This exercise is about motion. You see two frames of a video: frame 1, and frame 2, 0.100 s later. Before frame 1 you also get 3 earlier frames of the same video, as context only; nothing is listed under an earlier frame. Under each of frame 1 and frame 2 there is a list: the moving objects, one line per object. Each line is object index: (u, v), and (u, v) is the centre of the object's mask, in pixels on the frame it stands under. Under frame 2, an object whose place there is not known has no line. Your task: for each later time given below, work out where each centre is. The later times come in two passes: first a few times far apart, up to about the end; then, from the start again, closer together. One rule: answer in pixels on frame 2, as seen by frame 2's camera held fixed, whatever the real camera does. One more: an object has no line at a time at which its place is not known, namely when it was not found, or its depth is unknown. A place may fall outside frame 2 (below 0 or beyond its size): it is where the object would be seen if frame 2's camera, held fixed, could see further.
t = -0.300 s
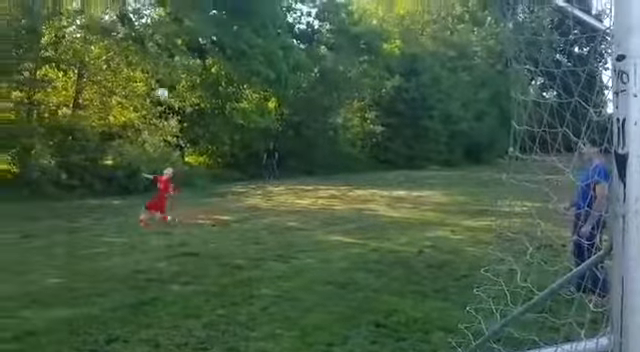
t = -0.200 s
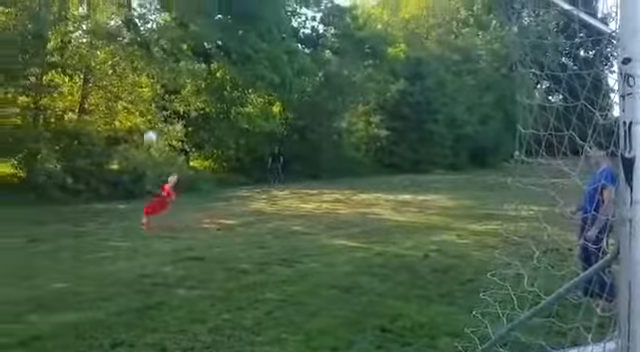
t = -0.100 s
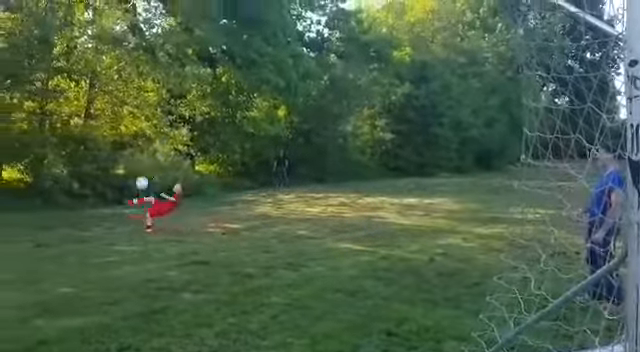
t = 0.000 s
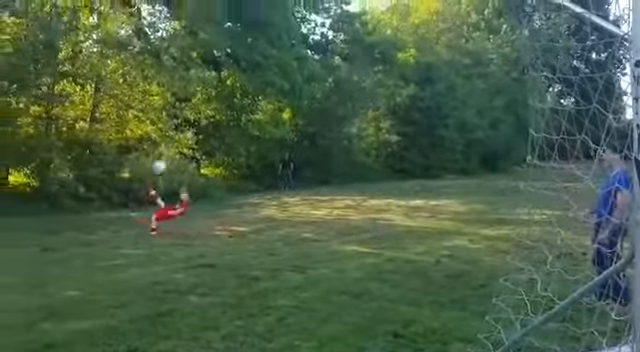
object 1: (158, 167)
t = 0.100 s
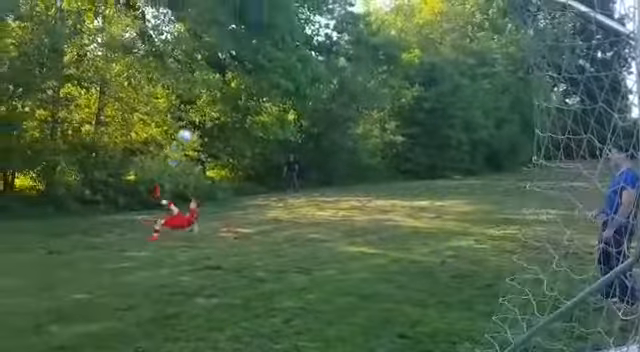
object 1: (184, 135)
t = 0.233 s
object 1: (213, 94)
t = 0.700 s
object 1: (347, 14)
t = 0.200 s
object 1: (205, 103)
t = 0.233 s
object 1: (213, 94)
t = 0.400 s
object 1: (253, 53)
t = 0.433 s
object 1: (261, 46)
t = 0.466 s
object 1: (271, 40)
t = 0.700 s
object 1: (347, 14)
